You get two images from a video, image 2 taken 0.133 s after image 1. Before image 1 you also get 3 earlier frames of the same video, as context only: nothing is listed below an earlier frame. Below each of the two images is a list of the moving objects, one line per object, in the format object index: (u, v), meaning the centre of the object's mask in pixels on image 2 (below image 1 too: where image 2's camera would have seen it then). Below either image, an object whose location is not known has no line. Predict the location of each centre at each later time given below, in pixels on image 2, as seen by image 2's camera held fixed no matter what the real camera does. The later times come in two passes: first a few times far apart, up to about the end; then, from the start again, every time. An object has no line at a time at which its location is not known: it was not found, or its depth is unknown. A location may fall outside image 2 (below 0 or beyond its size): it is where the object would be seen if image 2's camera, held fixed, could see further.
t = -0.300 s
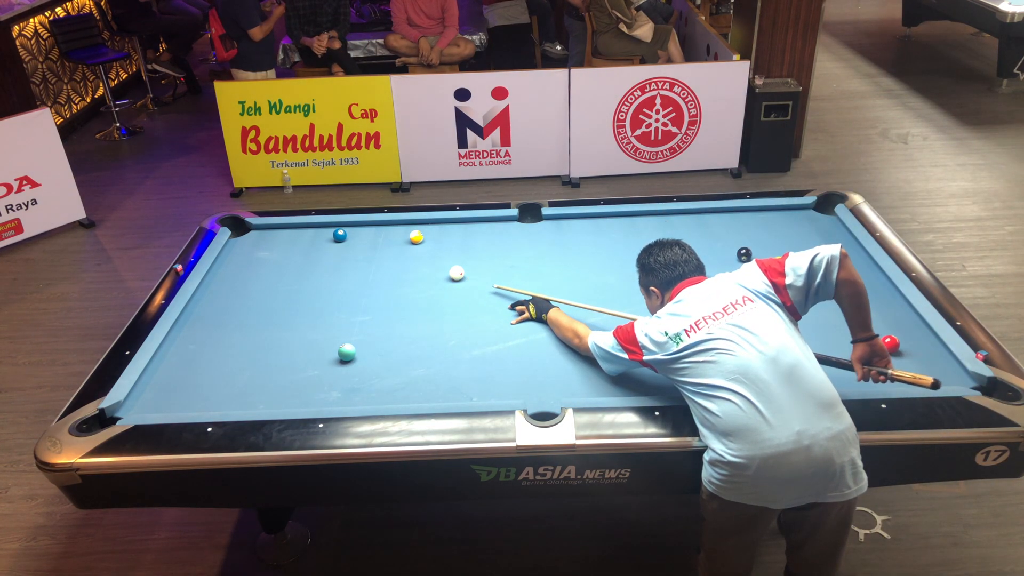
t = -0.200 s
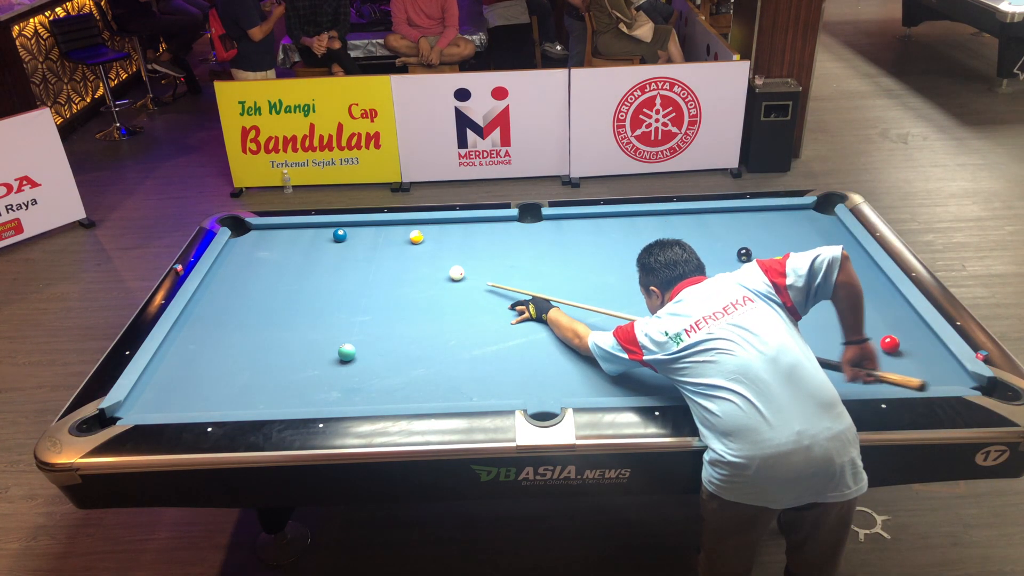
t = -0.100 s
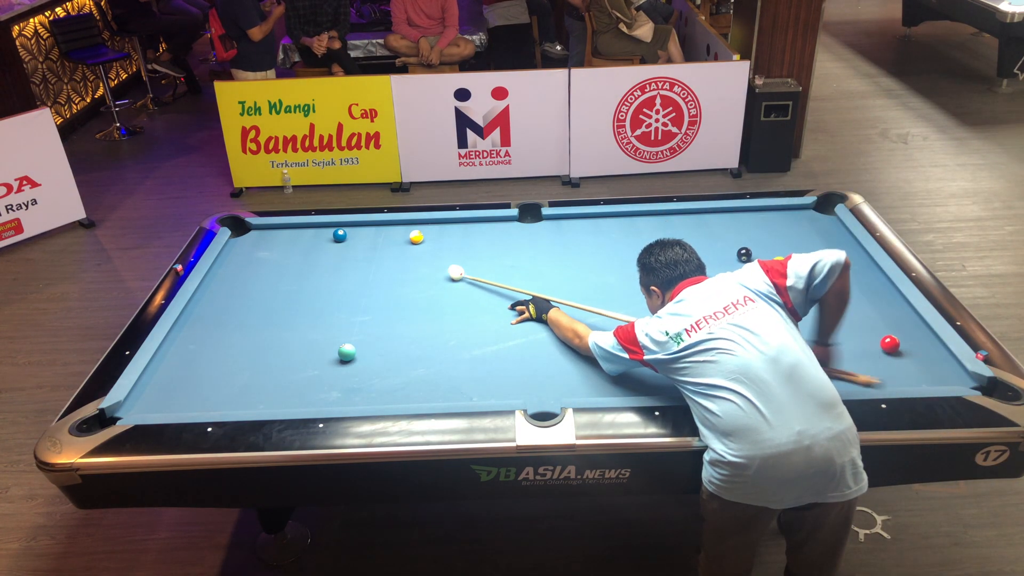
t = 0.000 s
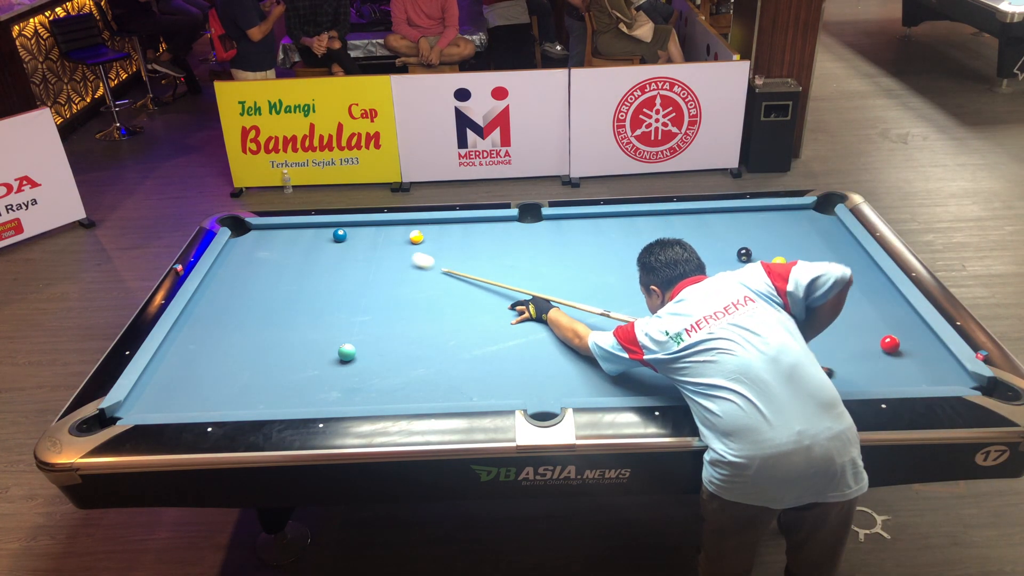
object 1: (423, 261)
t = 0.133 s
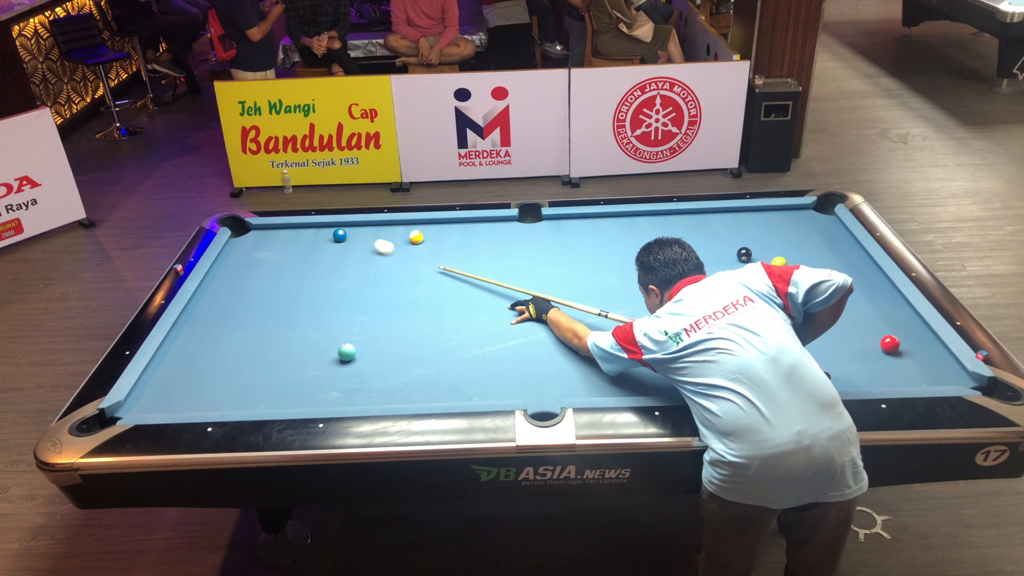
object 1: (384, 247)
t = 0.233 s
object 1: (361, 239)
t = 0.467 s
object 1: (354, 226)
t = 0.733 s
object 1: (358, 231)
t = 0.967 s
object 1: (362, 236)
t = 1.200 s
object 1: (365, 240)
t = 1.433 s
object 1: (367, 244)
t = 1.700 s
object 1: (370, 248)
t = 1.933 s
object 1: (372, 251)
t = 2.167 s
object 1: (374, 254)
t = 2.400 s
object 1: (375, 256)
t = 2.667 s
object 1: (376, 257)
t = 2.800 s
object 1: (375, 258)
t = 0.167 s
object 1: (375, 244)
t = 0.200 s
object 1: (368, 241)
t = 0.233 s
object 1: (361, 239)
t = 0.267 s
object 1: (354, 236)
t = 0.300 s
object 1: (353, 235)
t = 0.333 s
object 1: (354, 233)
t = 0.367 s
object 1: (355, 231)
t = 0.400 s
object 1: (354, 229)
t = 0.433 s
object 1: (354, 228)
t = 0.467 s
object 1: (354, 226)
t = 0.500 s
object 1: (355, 226)
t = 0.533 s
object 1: (355, 227)
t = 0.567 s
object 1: (356, 228)
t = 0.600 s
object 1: (356, 228)
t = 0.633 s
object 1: (357, 229)
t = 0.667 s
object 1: (357, 230)
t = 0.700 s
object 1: (358, 231)
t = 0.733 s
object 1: (358, 231)
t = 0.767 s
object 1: (359, 232)
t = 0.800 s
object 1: (359, 233)
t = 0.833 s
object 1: (360, 233)
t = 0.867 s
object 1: (360, 234)
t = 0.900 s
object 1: (361, 235)
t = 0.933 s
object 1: (361, 235)
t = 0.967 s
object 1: (362, 236)
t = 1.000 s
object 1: (362, 237)
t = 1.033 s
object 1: (363, 237)
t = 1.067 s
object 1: (363, 238)
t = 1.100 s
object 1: (363, 238)
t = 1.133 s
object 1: (364, 239)
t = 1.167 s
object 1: (364, 240)
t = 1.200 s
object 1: (365, 240)
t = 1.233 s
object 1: (365, 241)
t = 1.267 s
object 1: (366, 241)
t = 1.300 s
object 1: (366, 242)
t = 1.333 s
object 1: (366, 243)
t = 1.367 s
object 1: (367, 243)
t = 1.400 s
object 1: (367, 244)
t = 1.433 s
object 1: (367, 244)
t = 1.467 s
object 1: (368, 245)
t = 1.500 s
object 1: (368, 245)
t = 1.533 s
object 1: (369, 246)
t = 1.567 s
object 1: (369, 246)
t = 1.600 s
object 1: (369, 247)
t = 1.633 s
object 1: (370, 247)
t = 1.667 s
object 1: (370, 248)
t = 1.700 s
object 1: (370, 248)
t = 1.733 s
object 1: (371, 249)
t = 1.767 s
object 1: (371, 249)
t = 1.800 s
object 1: (371, 249)
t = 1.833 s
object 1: (371, 250)
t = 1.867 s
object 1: (372, 250)
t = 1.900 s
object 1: (372, 251)
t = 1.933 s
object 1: (372, 251)
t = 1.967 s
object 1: (373, 252)
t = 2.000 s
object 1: (373, 252)
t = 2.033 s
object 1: (373, 252)
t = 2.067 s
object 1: (373, 253)
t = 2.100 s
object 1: (374, 253)
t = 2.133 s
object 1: (374, 253)
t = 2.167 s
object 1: (374, 254)
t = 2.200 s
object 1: (374, 254)
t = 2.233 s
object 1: (375, 254)
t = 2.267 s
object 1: (375, 255)
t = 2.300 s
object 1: (375, 255)
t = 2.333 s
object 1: (375, 255)
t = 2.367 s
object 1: (375, 255)
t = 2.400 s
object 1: (375, 256)
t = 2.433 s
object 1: (375, 256)
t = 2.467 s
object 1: (375, 256)
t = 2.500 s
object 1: (376, 256)
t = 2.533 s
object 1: (376, 257)
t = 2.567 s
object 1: (376, 257)
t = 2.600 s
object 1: (376, 257)
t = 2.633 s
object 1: (376, 257)
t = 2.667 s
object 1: (376, 257)
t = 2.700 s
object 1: (376, 258)
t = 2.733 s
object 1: (376, 258)
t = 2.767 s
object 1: (376, 258)
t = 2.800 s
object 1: (375, 258)
